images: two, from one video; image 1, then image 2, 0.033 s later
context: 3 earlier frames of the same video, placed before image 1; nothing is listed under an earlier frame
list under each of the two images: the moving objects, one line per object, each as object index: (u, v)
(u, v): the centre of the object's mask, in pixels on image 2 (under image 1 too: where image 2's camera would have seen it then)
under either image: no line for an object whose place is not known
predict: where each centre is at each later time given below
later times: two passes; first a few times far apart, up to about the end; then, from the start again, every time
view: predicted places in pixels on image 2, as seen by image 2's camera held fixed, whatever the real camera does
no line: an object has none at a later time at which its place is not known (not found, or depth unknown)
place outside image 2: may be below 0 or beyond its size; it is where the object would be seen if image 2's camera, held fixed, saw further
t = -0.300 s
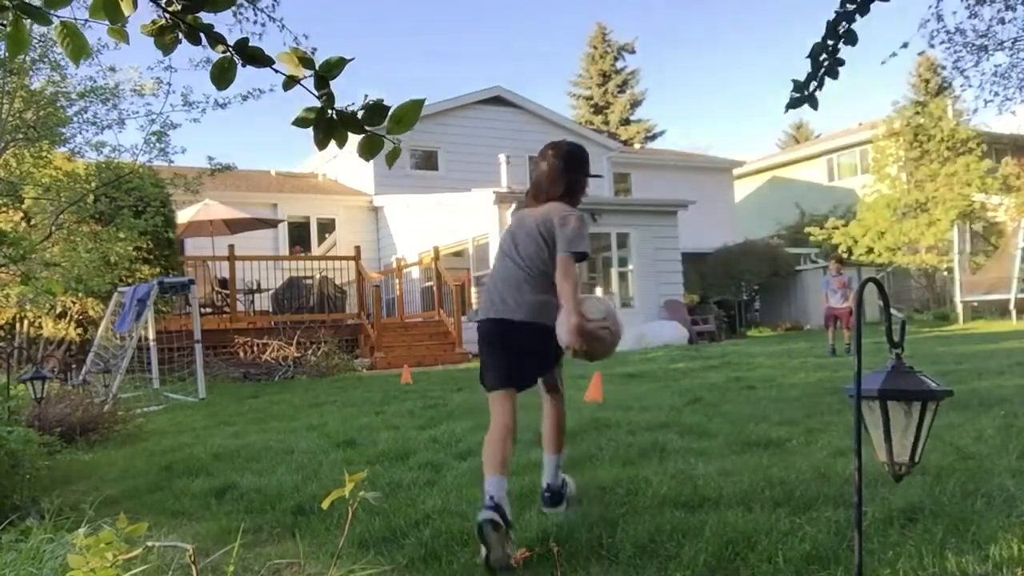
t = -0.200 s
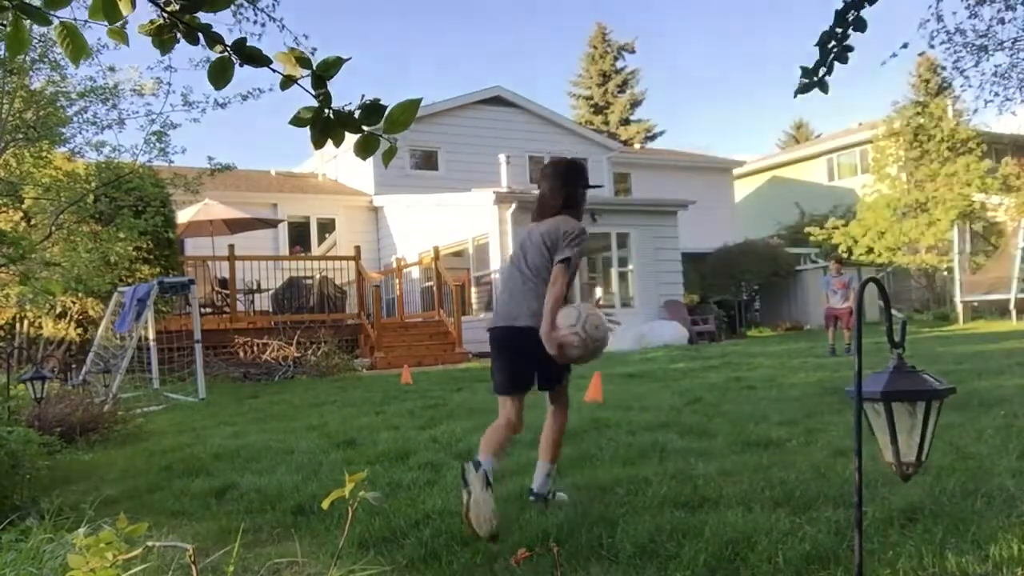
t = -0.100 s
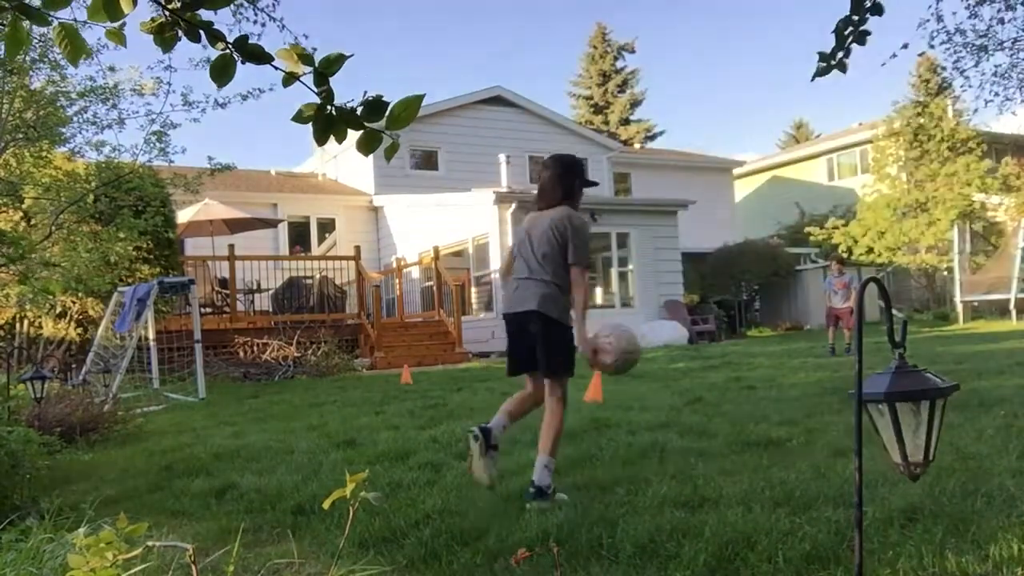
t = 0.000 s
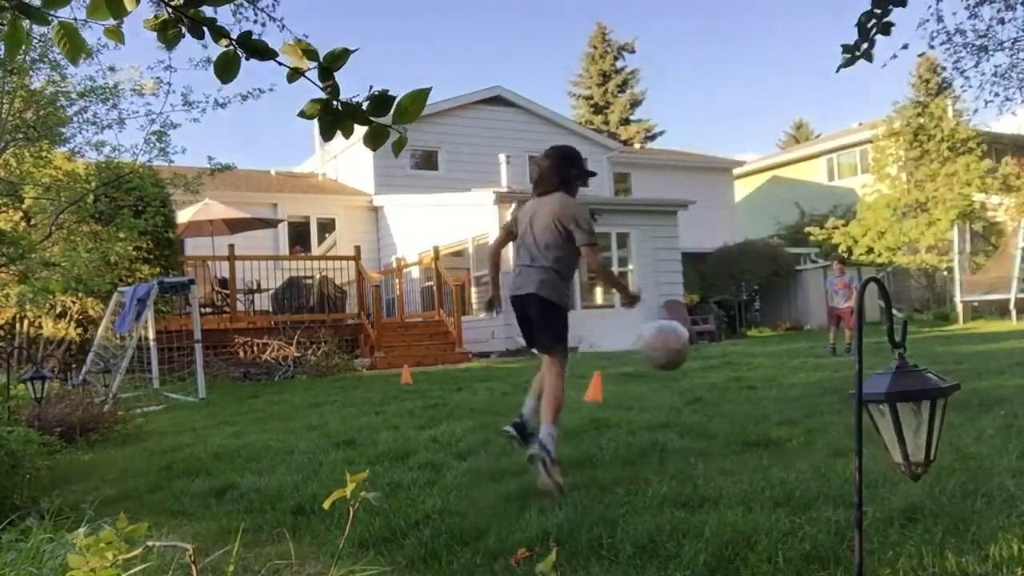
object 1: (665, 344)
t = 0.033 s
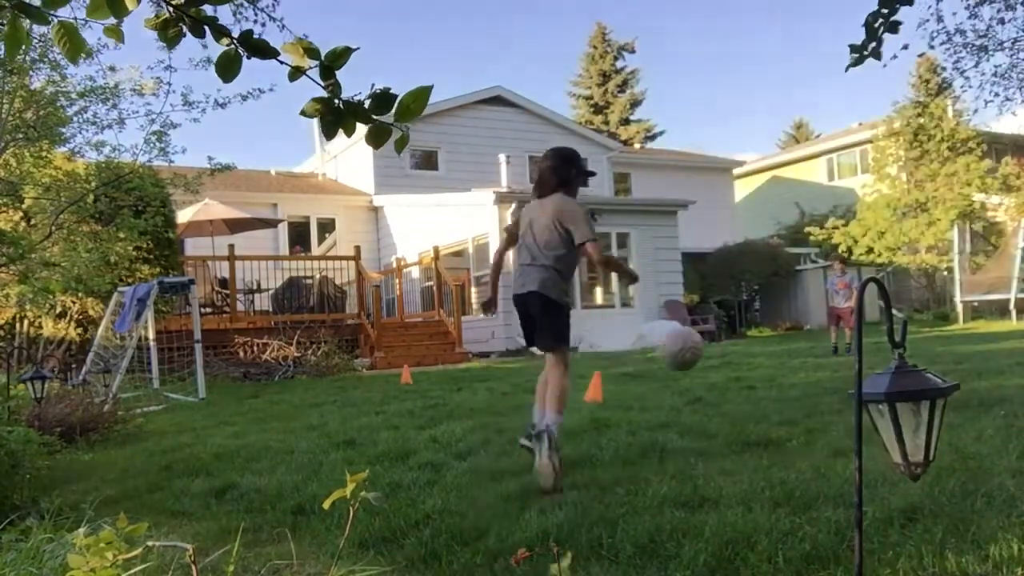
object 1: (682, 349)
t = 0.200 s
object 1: (743, 383)
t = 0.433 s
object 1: (782, 364)
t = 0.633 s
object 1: (804, 369)
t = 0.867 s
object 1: (823, 362)
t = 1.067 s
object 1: (837, 365)
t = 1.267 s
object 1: (845, 362)
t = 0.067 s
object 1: (695, 351)
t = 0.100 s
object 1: (707, 356)
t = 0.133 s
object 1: (720, 363)
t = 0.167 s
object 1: (732, 372)
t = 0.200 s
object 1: (743, 383)
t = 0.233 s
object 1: (753, 397)
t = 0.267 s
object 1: (761, 405)
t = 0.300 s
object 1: (767, 397)
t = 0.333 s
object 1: (771, 385)
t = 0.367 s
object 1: (775, 375)
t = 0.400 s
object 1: (779, 369)
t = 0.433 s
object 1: (782, 364)
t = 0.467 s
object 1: (786, 360)
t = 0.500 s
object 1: (790, 358)
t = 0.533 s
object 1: (794, 358)
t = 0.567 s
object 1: (797, 360)
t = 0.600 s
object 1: (802, 364)
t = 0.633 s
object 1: (804, 369)
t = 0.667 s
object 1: (809, 374)
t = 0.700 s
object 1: (811, 379)
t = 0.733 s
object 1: (814, 377)
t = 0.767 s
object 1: (817, 372)
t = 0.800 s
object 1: (818, 368)
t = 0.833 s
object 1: (822, 363)
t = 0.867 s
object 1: (823, 362)
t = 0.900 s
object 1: (826, 362)
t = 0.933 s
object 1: (829, 364)
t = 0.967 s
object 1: (832, 367)
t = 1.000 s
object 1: (833, 368)
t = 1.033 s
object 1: (834, 367)
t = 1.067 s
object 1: (837, 365)
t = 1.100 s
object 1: (838, 364)
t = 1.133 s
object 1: (840, 364)
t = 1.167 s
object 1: (842, 364)
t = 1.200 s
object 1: (843, 365)
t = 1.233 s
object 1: (844, 364)
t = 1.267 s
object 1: (845, 362)
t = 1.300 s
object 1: (846, 362)
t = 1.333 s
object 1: (846, 361)
